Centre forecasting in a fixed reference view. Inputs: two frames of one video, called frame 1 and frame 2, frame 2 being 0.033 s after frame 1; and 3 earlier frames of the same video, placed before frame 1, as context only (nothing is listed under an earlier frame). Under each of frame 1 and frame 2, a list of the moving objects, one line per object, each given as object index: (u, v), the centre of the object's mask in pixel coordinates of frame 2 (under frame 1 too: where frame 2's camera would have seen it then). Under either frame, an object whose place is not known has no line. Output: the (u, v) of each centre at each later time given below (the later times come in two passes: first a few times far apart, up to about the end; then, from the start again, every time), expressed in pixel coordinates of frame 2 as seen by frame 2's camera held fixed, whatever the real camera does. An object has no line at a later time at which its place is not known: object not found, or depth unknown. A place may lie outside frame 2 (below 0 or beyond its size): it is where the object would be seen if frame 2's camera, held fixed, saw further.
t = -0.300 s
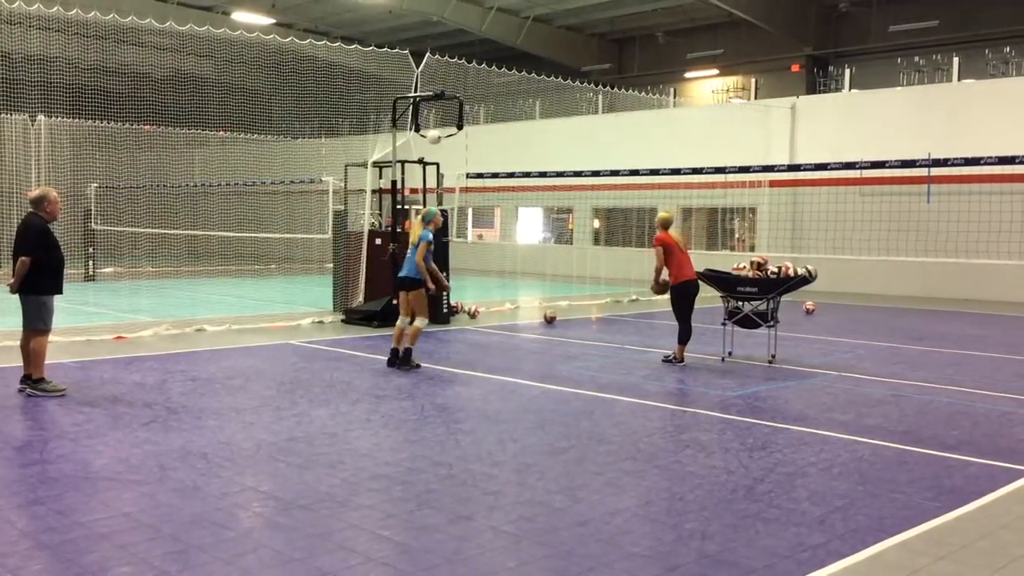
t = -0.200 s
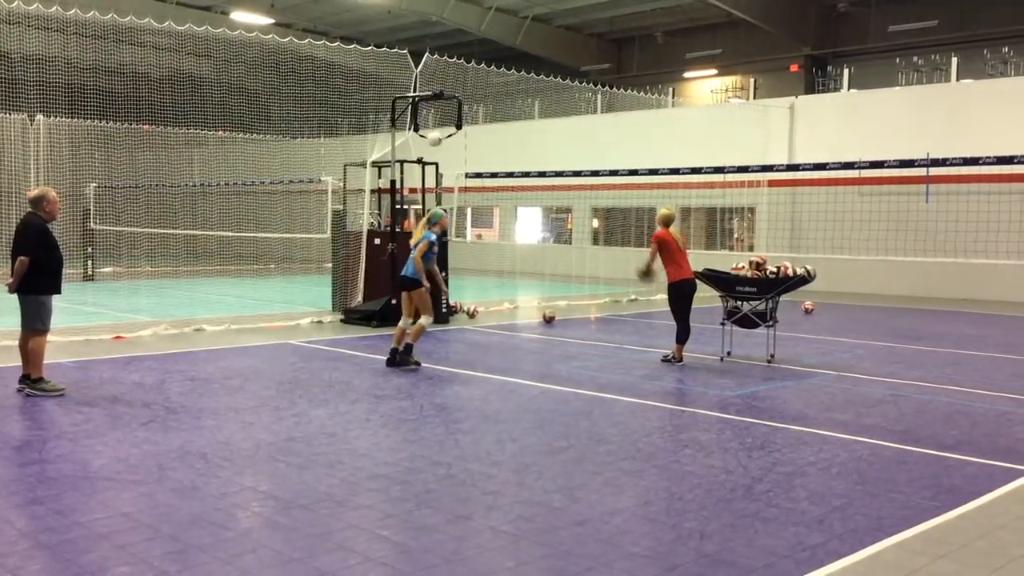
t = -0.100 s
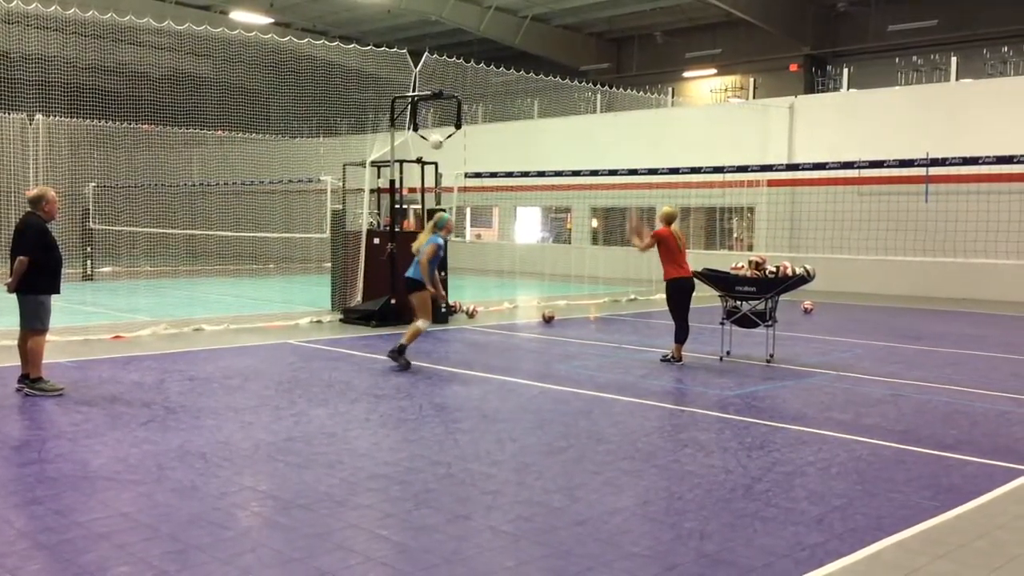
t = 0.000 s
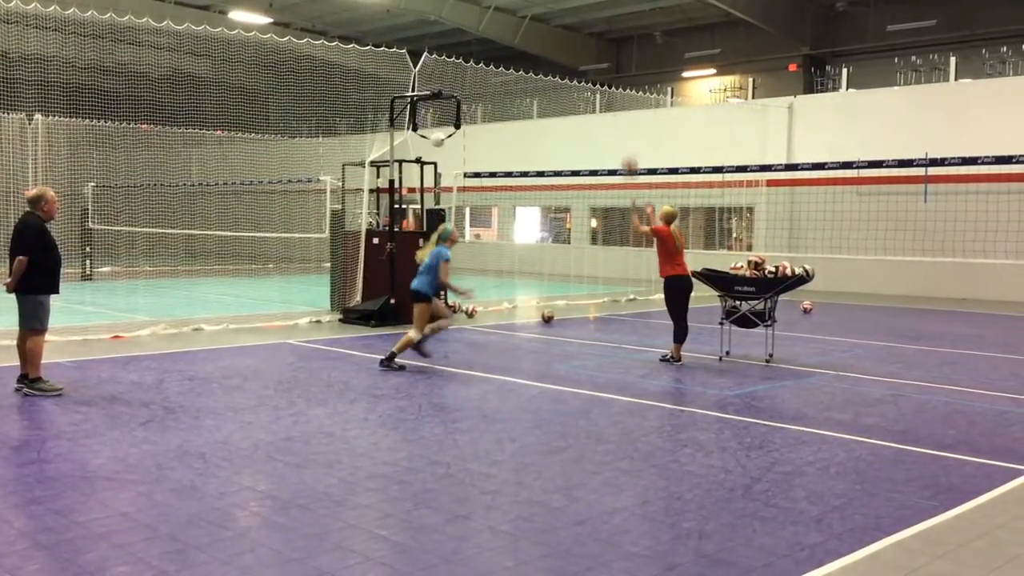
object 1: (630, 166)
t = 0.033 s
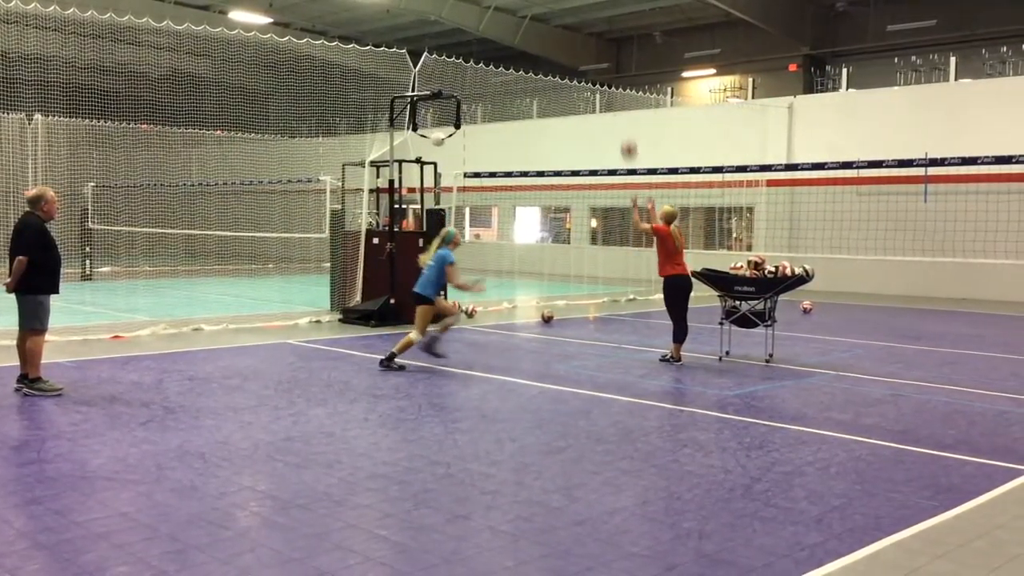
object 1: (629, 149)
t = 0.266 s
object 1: (619, 58)
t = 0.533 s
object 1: (608, 14)
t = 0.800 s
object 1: (597, 29)
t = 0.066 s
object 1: (627, 135)
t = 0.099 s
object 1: (626, 119)
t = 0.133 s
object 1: (623, 104)
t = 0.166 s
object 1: (623, 90)
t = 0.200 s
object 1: (622, 79)
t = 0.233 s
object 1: (621, 67)
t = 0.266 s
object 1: (619, 58)
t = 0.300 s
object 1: (618, 49)
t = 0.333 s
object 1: (616, 41)
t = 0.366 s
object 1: (615, 34)
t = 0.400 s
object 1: (614, 29)
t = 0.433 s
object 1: (613, 23)
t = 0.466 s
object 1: (612, 20)
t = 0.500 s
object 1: (610, 17)
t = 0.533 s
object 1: (608, 14)
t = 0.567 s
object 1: (607, 13)
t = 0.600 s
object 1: (606, 13)
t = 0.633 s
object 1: (604, 13)
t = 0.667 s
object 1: (603, 15)
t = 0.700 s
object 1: (601, 17)
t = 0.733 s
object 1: (600, 20)
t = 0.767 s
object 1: (598, 24)
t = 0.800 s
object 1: (597, 29)
